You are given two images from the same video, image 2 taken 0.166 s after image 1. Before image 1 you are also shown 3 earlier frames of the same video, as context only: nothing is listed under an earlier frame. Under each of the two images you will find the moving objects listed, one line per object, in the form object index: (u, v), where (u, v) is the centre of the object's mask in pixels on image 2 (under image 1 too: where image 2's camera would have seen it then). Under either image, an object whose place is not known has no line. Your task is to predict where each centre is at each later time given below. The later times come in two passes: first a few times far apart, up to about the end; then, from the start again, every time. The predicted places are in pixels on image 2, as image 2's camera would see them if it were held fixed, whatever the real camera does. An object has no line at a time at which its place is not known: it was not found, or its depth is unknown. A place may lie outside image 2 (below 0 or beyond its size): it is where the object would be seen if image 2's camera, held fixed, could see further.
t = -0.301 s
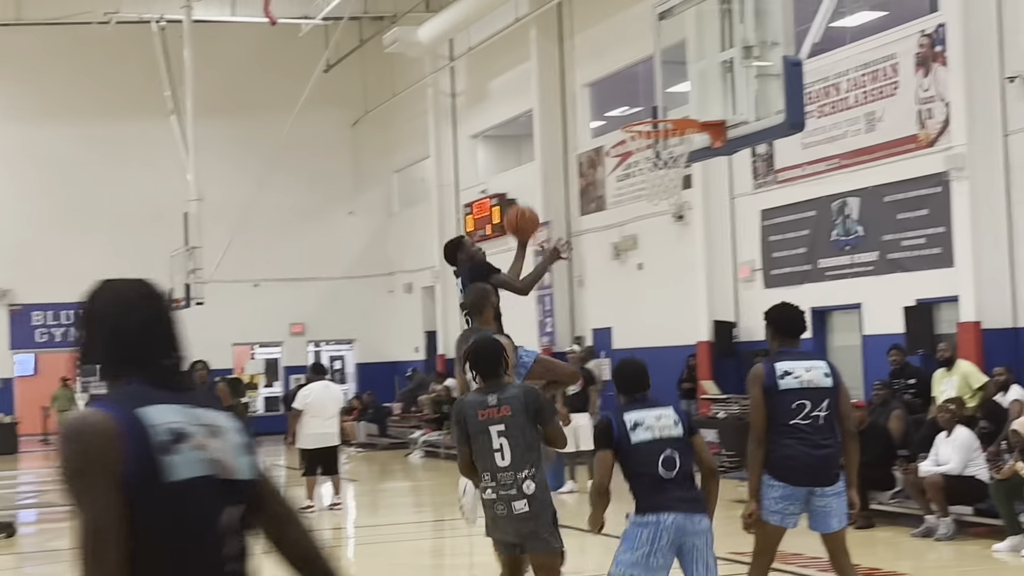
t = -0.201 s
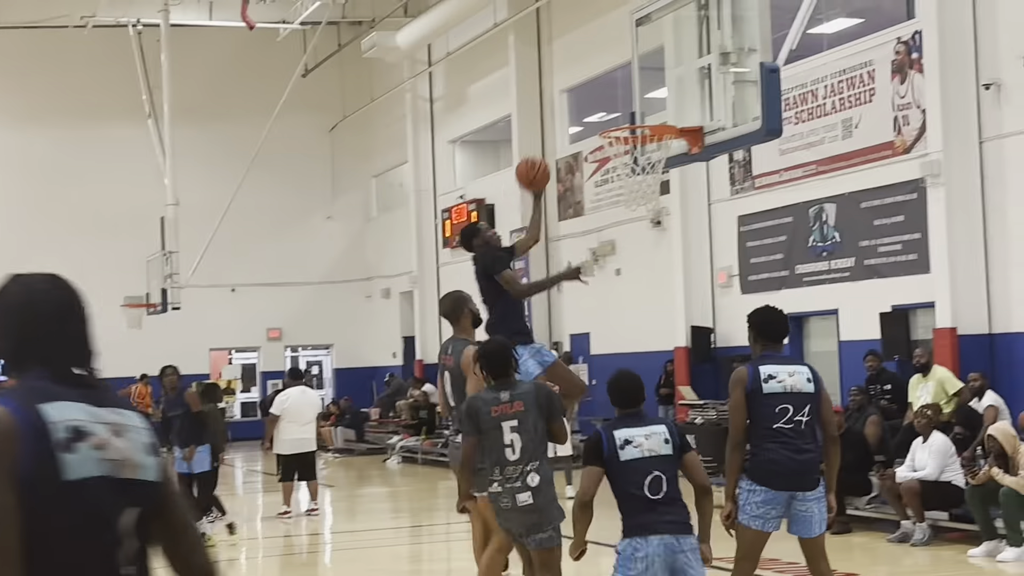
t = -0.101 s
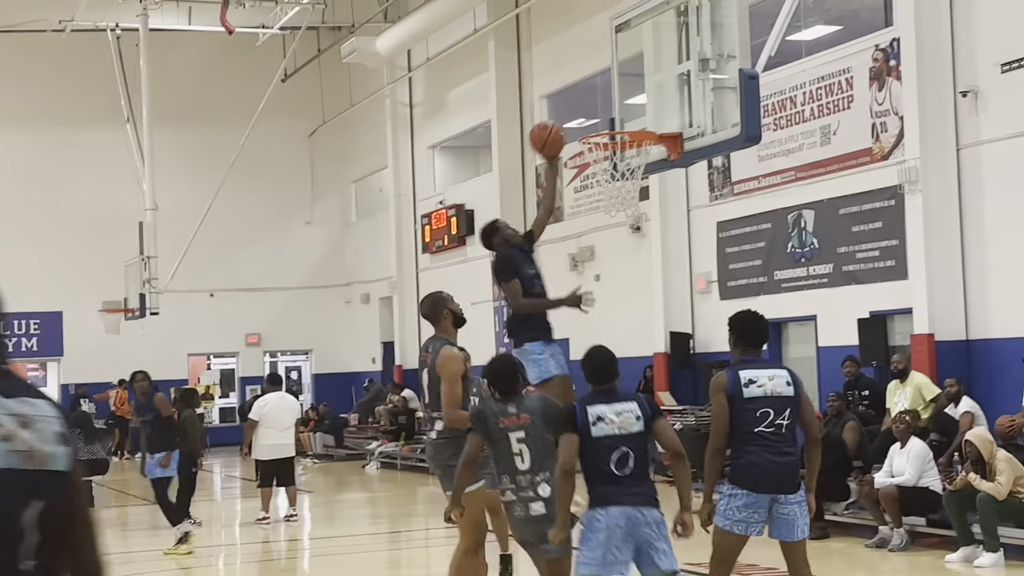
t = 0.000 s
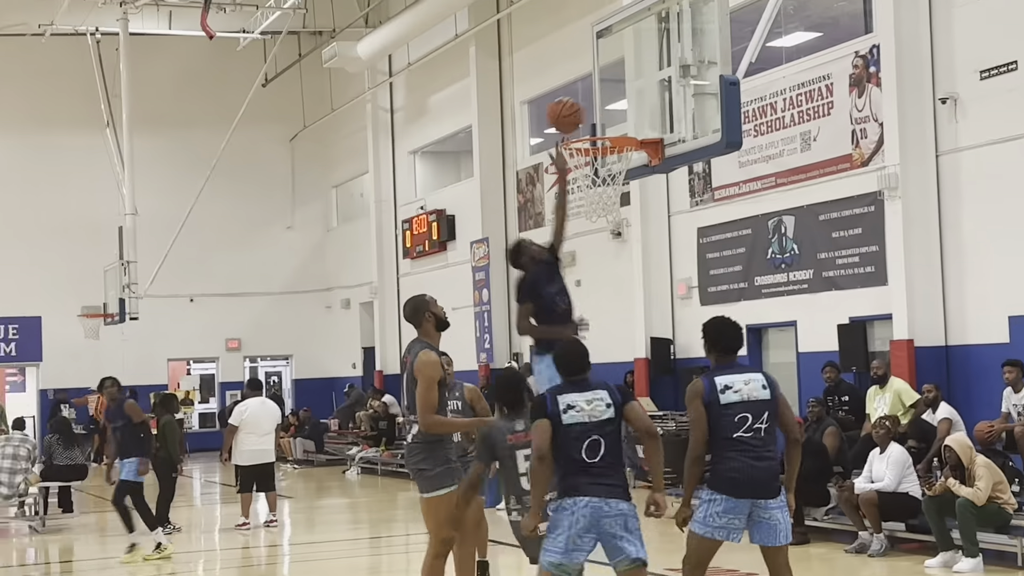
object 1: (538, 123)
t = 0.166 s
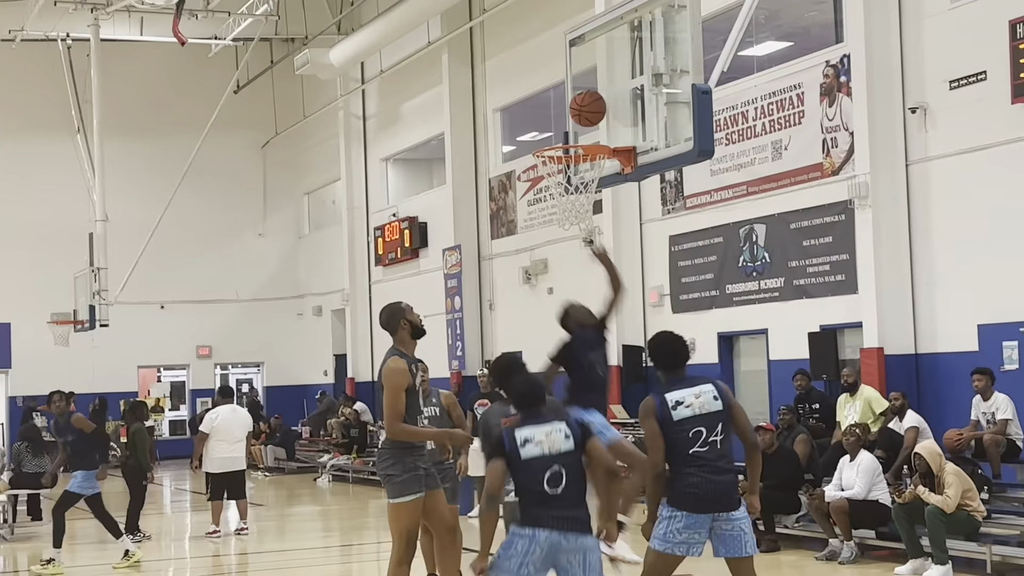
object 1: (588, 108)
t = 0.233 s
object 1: (579, 114)
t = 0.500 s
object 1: (556, 190)
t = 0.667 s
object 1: (567, 241)
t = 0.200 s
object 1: (583, 110)
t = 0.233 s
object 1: (579, 114)
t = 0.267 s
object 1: (574, 119)
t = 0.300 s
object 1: (570, 126)
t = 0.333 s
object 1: (566, 132)
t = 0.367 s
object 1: (561, 145)
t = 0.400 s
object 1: (556, 158)
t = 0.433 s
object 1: (555, 169)
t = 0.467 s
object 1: (554, 178)
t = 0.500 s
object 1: (556, 190)
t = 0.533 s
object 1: (557, 197)
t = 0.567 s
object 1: (556, 215)
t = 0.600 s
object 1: (560, 219)
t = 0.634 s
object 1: (565, 228)
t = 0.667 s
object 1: (567, 241)
